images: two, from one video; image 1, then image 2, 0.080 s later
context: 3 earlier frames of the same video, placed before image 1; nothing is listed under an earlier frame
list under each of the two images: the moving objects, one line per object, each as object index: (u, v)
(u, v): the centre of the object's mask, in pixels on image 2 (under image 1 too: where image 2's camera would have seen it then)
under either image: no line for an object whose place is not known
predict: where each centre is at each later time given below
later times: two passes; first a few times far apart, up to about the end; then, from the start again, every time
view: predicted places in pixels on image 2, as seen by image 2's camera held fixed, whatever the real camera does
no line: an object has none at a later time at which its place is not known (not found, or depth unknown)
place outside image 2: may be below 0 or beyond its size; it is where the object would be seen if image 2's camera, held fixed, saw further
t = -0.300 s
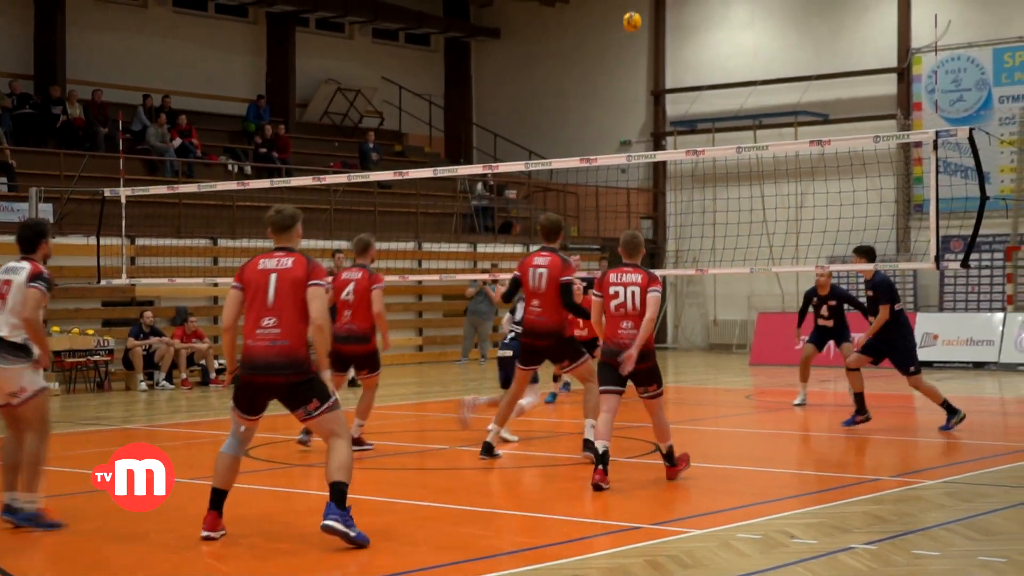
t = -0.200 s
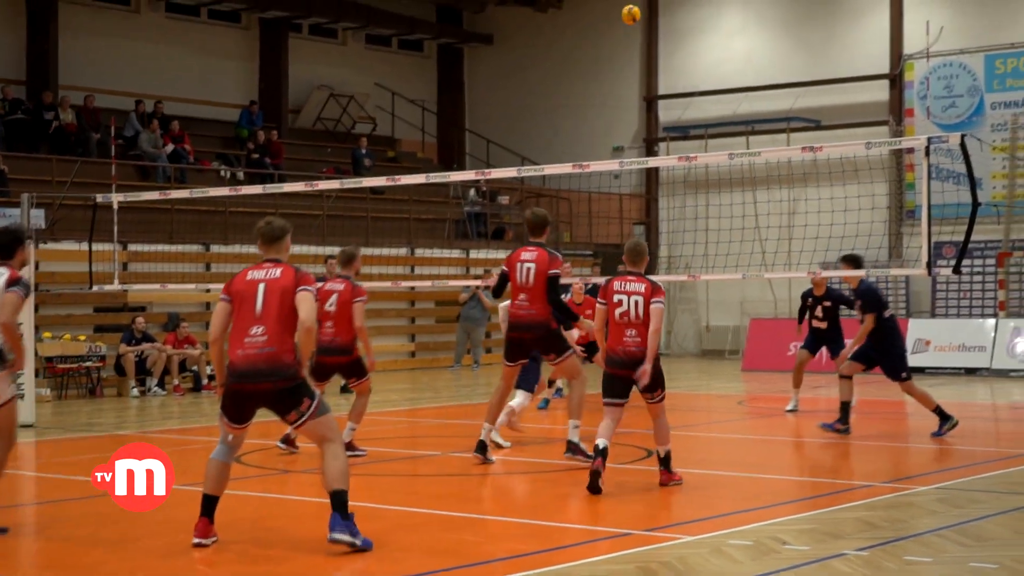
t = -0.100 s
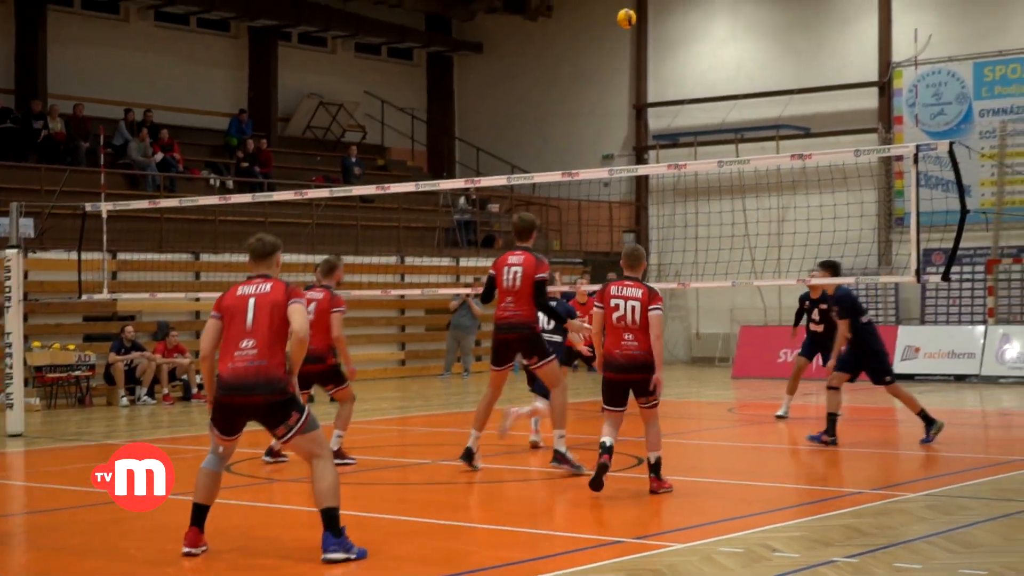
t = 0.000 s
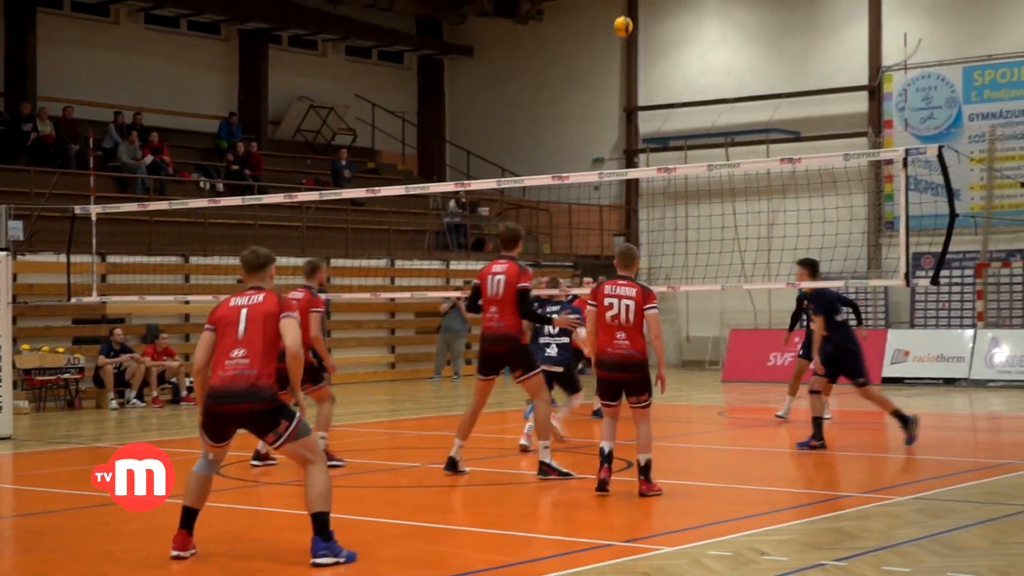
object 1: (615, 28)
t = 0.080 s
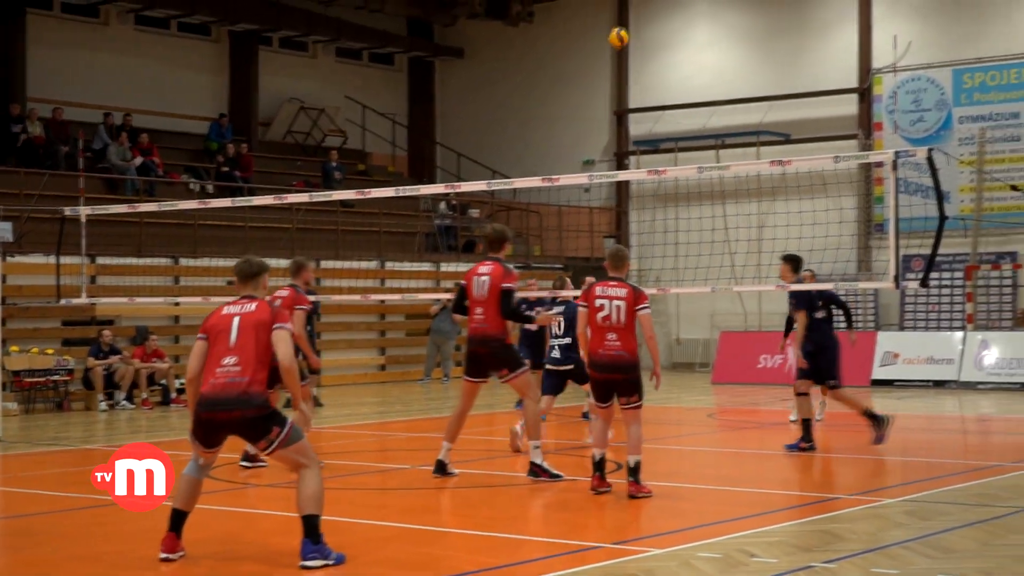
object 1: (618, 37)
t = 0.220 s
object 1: (623, 68)
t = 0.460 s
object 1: (634, 161)
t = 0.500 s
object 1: (636, 186)
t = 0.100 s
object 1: (619, 41)
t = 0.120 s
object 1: (619, 45)
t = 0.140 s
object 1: (620, 48)
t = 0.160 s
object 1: (621, 53)
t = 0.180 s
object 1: (622, 58)
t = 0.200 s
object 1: (622, 62)
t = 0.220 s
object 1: (623, 68)
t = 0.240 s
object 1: (624, 74)
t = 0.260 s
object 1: (625, 80)
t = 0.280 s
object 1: (625, 87)
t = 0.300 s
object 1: (627, 92)
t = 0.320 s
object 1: (628, 101)
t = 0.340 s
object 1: (629, 108)
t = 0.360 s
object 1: (630, 117)
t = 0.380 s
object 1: (630, 125)
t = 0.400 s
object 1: (632, 135)
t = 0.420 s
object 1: (632, 144)
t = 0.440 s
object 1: (633, 151)
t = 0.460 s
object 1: (634, 161)
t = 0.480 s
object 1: (634, 164)
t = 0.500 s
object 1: (636, 186)
